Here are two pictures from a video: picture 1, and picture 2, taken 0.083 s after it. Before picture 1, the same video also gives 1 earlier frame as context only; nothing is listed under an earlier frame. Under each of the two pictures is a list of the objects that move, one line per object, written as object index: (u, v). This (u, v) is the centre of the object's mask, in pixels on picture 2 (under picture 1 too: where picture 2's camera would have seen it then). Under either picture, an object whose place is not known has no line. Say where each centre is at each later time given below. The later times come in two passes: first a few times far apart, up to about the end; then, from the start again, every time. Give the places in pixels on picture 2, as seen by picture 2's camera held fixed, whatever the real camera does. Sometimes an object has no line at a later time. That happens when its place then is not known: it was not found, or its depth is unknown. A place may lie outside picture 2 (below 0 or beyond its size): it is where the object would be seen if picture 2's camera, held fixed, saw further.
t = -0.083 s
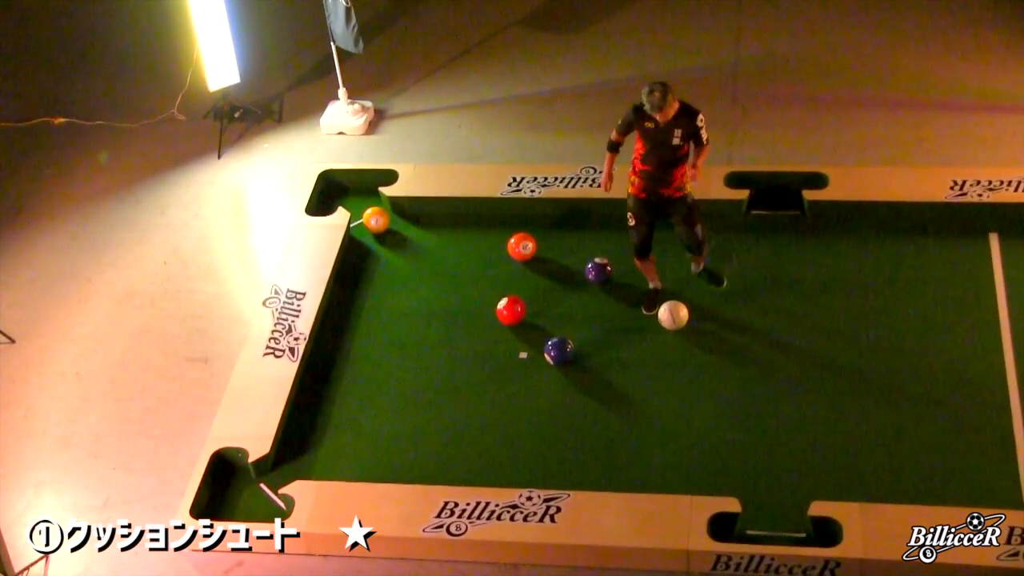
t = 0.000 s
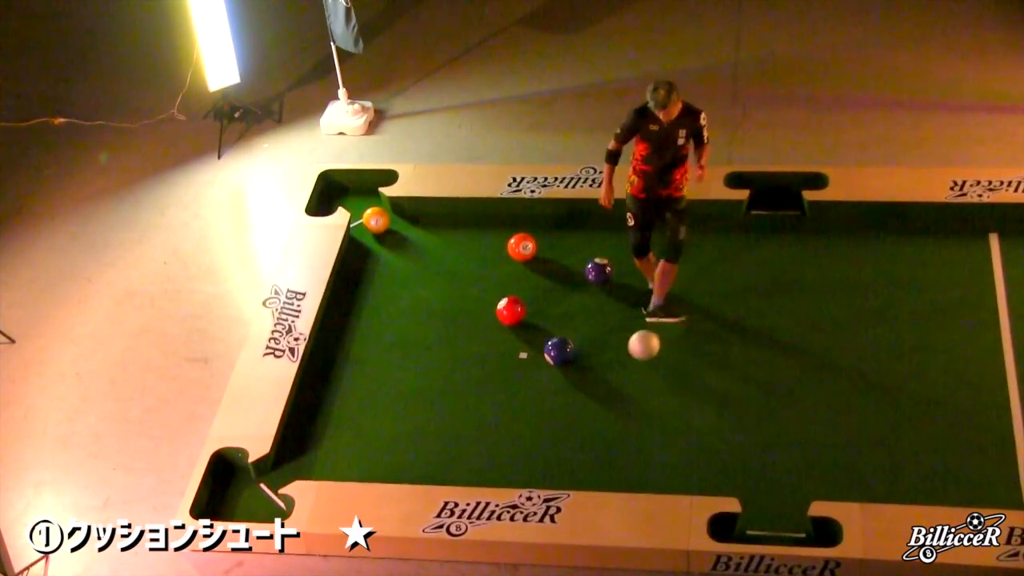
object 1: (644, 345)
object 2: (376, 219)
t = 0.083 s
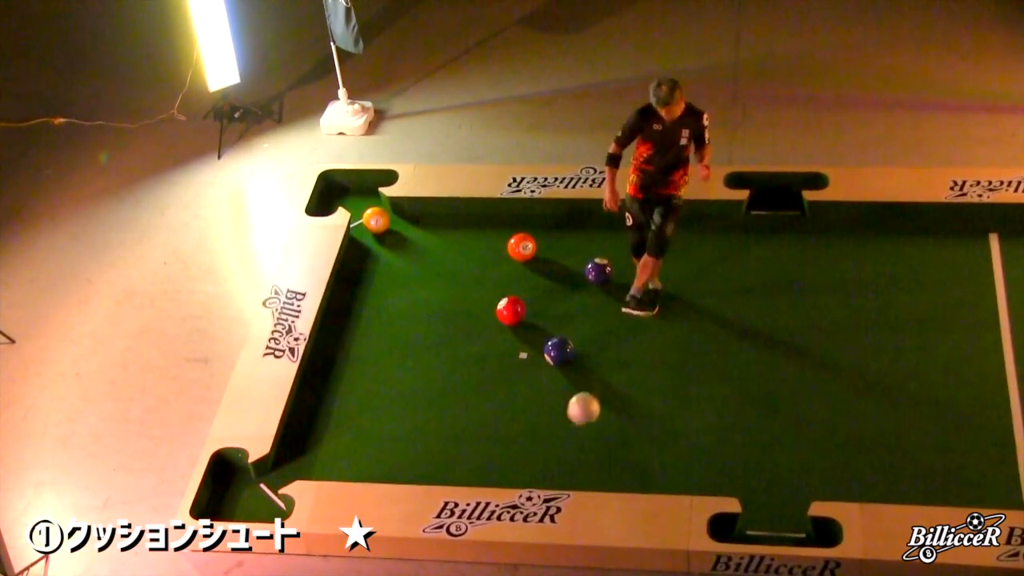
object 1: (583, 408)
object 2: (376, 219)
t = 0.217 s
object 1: (507, 468)
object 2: (376, 219)
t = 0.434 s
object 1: (472, 393)
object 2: (376, 220)
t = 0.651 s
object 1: (445, 336)
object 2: (376, 219)
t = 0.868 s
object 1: (420, 284)
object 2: (376, 220)
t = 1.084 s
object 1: (397, 238)
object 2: (375, 220)
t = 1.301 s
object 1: (409, 213)
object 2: (347, 203)
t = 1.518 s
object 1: (418, 219)
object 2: (328, 194)
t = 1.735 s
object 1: (426, 224)
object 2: (342, 190)
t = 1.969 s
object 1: (434, 229)
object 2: (354, 185)
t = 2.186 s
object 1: (442, 233)
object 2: (361, 188)
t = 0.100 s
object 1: (571, 423)
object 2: (376, 219)
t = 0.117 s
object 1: (558, 439)
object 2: (376, 219)
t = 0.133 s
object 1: (545, 455)
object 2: (376, 219)
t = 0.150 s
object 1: (531, 471)
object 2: (376, 219)
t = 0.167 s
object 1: (519, 482)
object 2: (376, 219)
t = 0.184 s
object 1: (514, 479)
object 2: (376, 219)
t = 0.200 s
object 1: (510, 474)
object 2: (376, 219)
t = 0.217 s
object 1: (507, 468)
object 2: (376, 219)
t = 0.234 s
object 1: (504, 460)
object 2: (376, 220)
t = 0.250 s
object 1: (500, 453)
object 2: (376, 219)
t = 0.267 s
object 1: (497, 446)
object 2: (376, 219)
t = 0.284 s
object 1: (494, 440)
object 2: (376, 219)
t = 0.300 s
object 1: (492, 435)
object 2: (376, 220)
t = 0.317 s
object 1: (489, 429)
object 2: (376, 219)
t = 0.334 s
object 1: (486, 424)
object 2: (376, 220)
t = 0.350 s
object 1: (483, 419)
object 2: (376, 219)
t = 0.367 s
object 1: (481, 415)
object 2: (376, 219)
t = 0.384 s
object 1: (478, 410)
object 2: (376, 220)
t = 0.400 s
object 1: (476, 404)
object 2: (376, 220)
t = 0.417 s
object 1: (474, 399)
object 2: (376, 219)
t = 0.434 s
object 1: (472, 393)
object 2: (376, 220)
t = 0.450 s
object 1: (470, 388)
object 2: (376, 220)
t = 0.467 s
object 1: (467, 384)
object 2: (376, 220)
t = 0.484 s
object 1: (465, 380)
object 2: (376, 220)
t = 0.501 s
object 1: (463, 376)
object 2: (376, 220)
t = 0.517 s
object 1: (461, 372)
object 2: (376, 220)
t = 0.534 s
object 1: (459, 367)
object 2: (376, 219)
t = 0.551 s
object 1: (457, 363)
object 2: (376, 220)
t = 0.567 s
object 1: (455, 358)
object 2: (376, 220)
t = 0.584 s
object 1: (453, 354)
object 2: (376, 220)
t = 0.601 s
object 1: (451, 349)
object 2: (376, 220)
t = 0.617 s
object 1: (449, 345)
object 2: (376, 219)
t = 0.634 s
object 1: (447, 341)
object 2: (376, 219)
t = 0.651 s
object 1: (445, 336)
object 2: (376, 219)
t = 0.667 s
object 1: (443, 332)
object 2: (376, 219)
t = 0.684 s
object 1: (441, 328)
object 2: (376, 219)
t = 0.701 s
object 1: (439, 324)
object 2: (376, 219)
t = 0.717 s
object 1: (437, 320)
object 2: (376, 219)
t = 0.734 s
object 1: (435, 316)
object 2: (376, 220)
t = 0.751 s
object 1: (433, 312)
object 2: (376, 220)
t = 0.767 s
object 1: (431, 308)
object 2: (376, 220)
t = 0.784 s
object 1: (429, 304)
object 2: (376, 220)
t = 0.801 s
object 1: (427, 300)
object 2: (376, 220)
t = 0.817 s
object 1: (425, 296)
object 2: (376, 220)
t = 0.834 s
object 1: (423, 291)
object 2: (376, 220)
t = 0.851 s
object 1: (421, 288)
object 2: (376, 220)
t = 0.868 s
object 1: (420, 284)
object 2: (376, 220)
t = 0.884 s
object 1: (418, 281)
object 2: (376, 220)
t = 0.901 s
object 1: (416, 277)
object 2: (376, 220)
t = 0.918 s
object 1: (414, 273)
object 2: (376, 220)
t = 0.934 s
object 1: (413, 269)
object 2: (376, 220)
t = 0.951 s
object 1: (411, 265)
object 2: (376, 220)
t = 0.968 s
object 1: (409, 262)
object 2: (376, 220)
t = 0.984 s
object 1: (407, 259)
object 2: (376, 220)
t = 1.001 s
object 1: (405, 255)
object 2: (376, 220)
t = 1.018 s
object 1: (404, 251)
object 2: (376, 220)
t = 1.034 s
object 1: (402, 248)
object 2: (376, 220)
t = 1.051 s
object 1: (400, 245)
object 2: (376, 220)
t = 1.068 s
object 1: (398, 241)
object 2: (376, 220)
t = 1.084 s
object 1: (397, 238)
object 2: (375, 220)
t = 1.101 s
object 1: (395, 235)
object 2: (375, 219)
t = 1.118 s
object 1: (393, 231)
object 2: (374, 219)
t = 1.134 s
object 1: (393, 227)
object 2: (373, 219)
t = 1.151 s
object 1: (394, 224)
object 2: (371, 217)
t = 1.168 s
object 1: (396, 221)
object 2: (369, 215)
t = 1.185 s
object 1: (397, 219)
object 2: (365, 213)
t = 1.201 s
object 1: (399, 217)
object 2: (363, 211)
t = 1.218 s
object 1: (400, 215)
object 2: (361, 209)
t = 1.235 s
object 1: (402, 214)
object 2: (358, 208)
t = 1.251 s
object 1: (404, 213)
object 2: (355, 208)
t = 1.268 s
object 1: (405, 212)
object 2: (353, 205)
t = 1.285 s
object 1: (407, 212)
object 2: (350, 204)
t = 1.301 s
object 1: (409, 213)
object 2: (347, 203)
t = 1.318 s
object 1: (409, 213)
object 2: (346, 203)
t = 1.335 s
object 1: (410, 213)
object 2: (343, 202)
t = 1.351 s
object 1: (412, 214)
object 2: (340, 201)
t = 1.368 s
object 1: (413, 215)
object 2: (338, 200)
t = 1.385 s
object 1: (413, 216)
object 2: (336, 200)
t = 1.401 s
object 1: (414, 216)
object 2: (335, 199)
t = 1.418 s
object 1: (415, 216)
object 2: (334, 199)
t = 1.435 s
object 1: (415, 217)
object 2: (332, 198)
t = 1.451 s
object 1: (416, 217)
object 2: (331, 198)
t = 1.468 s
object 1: (416, 217)
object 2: (330, 197)
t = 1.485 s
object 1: (417, 218)
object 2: (329, 196)
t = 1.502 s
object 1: (417, 218)
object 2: (328, 195)
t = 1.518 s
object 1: (418, 219)
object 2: (328, 194)
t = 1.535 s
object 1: (419, 219)
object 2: (329, 194)
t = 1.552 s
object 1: (419, 220)
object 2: (330, 194)
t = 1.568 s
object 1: (420, 220)
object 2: (331, 193)
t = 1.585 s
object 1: (421, 220)
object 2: (333, 193)
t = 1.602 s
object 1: (421, 221)
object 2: (334, 193)
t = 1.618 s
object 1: (422, 221)
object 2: (336, 192)
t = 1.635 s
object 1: (422, 222)
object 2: (337, 192)
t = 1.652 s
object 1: (423, 222)
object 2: (337, 192)
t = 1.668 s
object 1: (423, 222)
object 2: (338, 192)
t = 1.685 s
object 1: (424, 223)
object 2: (339, 191)
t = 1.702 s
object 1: (425, 223)
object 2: (340, 191)
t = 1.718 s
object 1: (425, 224)
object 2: (341, 191)
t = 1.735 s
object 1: (426, 224)
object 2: (342, 190)
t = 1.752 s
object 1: (426, 225)
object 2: (343, 190)
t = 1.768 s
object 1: (427, 225)
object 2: (344, 189)
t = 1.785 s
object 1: (428, 226)
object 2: (345, 189)
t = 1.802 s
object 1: (428, 226)
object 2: (346, 188)
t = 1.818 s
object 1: (429, 226)
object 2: (347, 188)
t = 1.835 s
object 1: (430, 227)
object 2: (348, 187)
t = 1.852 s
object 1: (431, 227)
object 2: (349, 187)
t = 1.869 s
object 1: (431, 227)
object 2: (350, 187)
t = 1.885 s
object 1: (431, 228)
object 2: (350, 186)
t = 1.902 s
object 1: (432, 228)
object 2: (351, 186)
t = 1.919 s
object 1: (433, 228)
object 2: (352, 185)
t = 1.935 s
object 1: (433, 229)
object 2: (353, 185)
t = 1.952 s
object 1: (434, 229)
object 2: (354, 185)
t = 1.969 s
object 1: (434, 229)
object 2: (354, 185)
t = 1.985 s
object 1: (435, 230)
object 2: (355, 186)
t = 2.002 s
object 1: (435, 230)
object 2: (355, 186)
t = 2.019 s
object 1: (436, 230)
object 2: (356, 186)
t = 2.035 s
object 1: (437, 230)
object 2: (356, 186)
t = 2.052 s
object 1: (437, 231)
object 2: (356, 186)
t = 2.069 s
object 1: (438, 231)
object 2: (357, 186)
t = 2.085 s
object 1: (439, 231)
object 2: (358, 186)
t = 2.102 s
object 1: (439, 232)
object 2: (358, 187)
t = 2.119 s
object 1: (440, 232)
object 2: (359, 187)
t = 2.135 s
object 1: (440, 232)
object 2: (359, 187)
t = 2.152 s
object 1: (441, 232)
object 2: (360, 187)
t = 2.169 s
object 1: (441, 232)
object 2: (360, 188)
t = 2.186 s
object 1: (442, 233)
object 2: (361, 188)
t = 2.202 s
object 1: (442, 233)
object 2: (362, 188)
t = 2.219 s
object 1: (443, 233)
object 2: (362, 188)
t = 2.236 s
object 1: (443, 233)
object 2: (363, 189)
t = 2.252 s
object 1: (444, 233)
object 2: (363, 189)
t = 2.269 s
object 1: (444, 234)
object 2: (364, 189)
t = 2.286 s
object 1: (445, 234)
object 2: (365, 189)
